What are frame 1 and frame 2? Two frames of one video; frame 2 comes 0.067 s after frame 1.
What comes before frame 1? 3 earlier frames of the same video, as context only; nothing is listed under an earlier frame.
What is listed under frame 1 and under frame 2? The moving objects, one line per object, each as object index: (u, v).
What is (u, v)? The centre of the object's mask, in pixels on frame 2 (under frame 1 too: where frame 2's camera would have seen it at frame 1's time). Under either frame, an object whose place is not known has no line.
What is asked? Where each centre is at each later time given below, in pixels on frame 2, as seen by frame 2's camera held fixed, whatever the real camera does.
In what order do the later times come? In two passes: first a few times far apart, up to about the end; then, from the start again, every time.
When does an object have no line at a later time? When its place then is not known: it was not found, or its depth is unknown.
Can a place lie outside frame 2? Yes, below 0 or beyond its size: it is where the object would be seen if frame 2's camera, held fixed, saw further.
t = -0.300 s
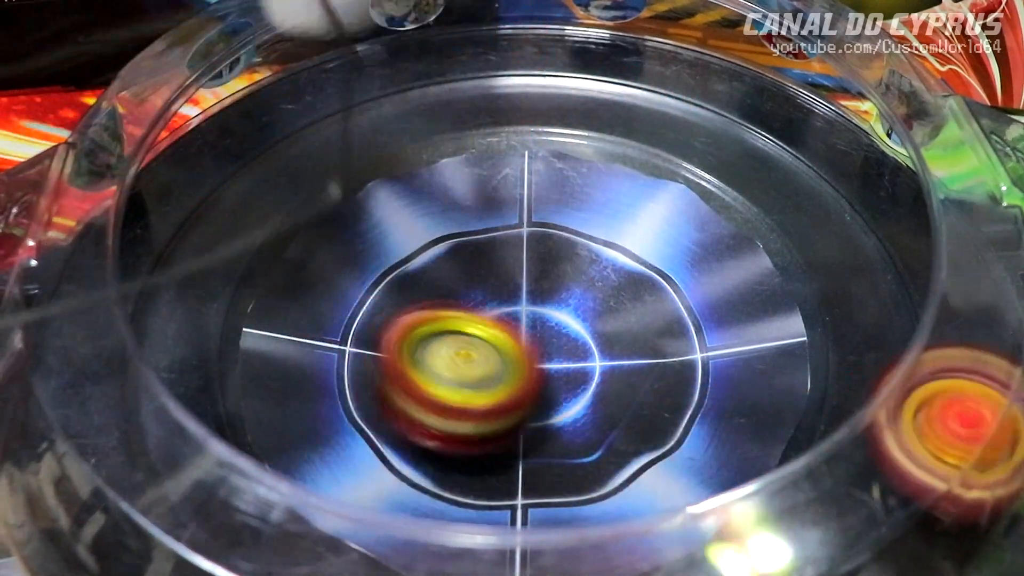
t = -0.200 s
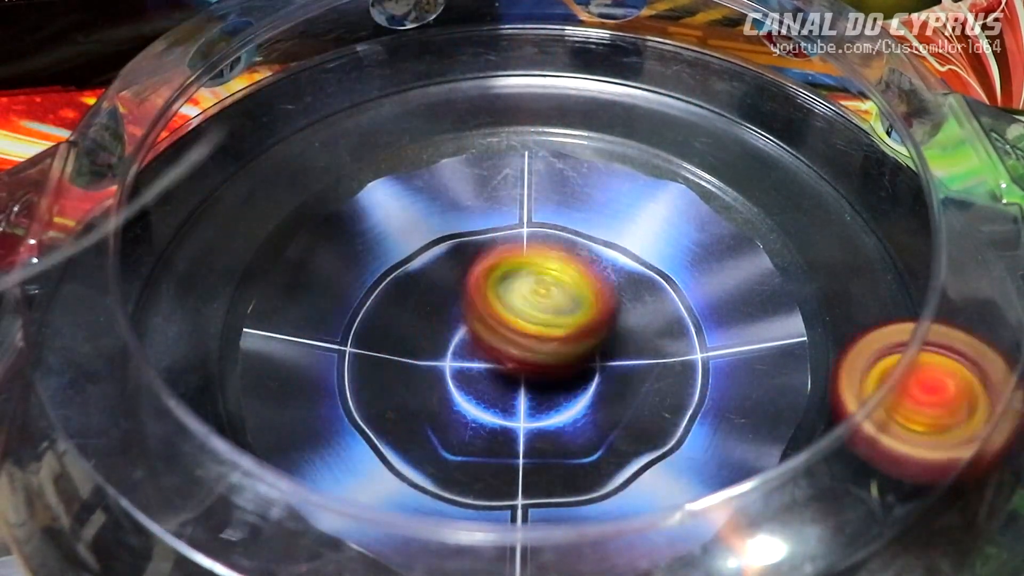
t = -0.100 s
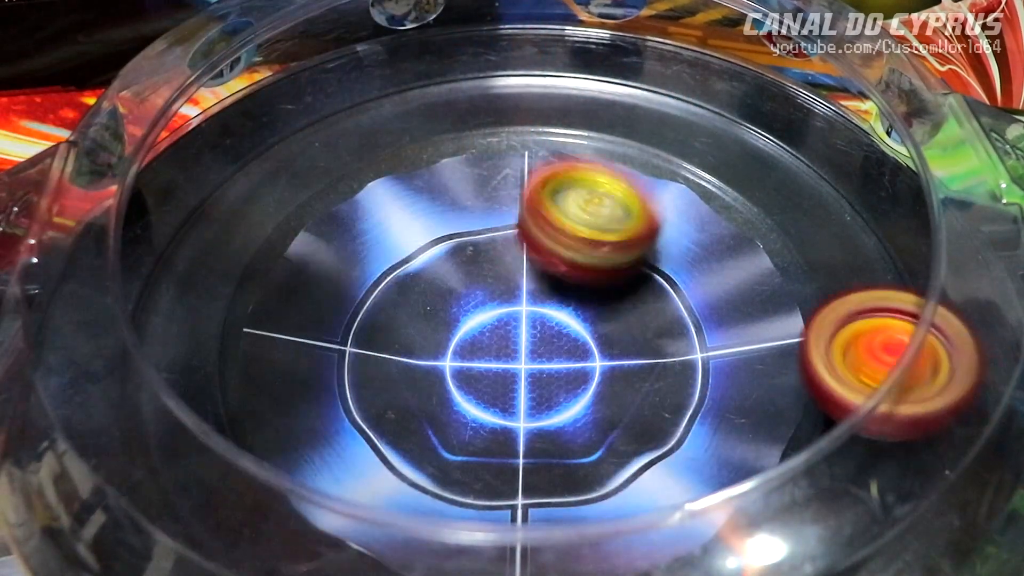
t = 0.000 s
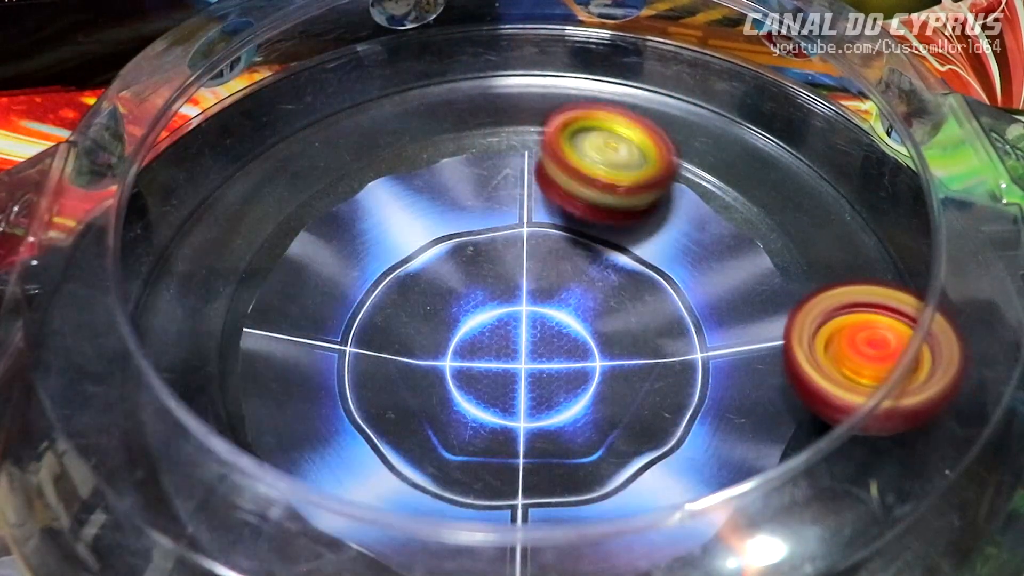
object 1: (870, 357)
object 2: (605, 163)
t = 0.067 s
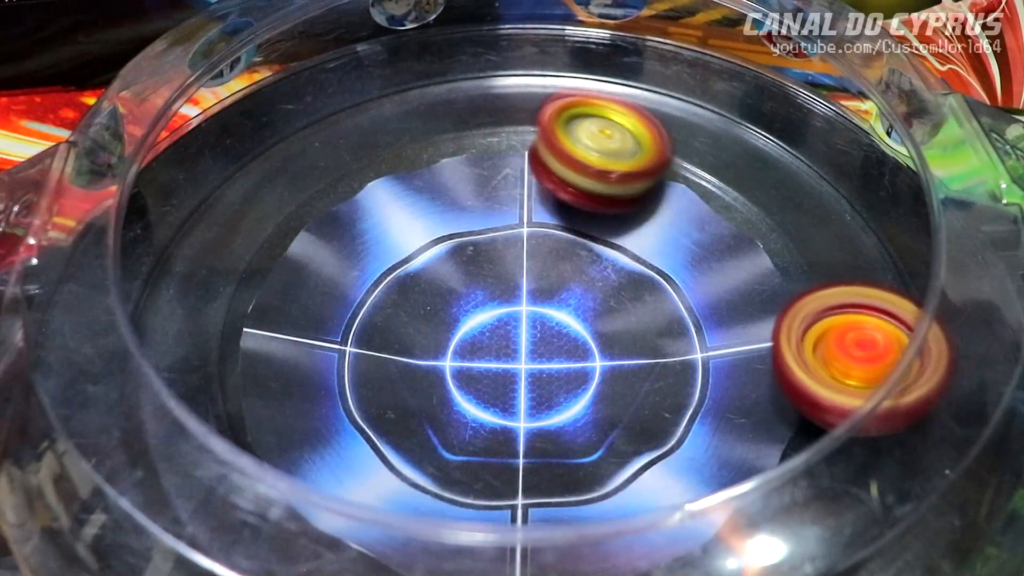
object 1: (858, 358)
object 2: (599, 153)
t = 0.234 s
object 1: (801, 344)
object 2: (528, 199)
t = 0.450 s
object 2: (421, 364)
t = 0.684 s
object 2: (551, 381)
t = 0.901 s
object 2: (639, 204)
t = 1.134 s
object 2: (510, 129)
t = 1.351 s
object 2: (323, 225)
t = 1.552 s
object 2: (443, 414)
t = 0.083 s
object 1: (853, 358)
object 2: (595, 152)
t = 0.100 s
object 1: (848, 358)
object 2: (591, 151)
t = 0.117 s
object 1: (846, 358)
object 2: (585, 153)
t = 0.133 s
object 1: (829, 351)
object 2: (579, 156)
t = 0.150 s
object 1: (836, 357)
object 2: (572, 158)
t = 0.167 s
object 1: (830, 355)
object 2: (565, 165)
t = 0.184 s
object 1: (820, 351)
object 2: (556, 171)
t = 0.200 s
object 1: (816, 352)
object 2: (547, 178)
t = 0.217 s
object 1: (809, 349)
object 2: (538, 190)
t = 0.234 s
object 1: (801, 344)
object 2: (528, 199)
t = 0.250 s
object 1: (789, 337)
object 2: (518, 211)
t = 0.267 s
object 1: (777, 329)
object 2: (508, 222)
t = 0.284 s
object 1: (765, 319)
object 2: (497, 237)
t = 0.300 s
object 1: (753, 309)
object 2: (487, 250)
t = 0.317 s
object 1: (740, 298)
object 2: (477, 264)
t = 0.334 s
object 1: (727, 285)
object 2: (467, 276)
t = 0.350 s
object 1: (713, 274)
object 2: (458, 292)
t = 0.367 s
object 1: (695, 262)
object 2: (448, 307)
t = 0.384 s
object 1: (676, 251)
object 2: (441, 320)
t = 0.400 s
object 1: (654, 241)
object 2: (434, 330)
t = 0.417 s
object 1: (628, 231)
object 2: (427, 343)
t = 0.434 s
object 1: (601, 224)
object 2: (423, 354)
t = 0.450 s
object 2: (421, 364)
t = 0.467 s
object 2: (421, 374)
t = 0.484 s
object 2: (424, 380)
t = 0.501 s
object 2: (427, 389)
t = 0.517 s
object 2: (432, 393)
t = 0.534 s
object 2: (438, 398)
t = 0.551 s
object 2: (446, 405)
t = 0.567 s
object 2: (457, 406)
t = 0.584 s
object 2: (467, 408)
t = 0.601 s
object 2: (479, 407)
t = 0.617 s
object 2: (492, 407)
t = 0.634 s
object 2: (506, 402)
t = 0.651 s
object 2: (522, 396)
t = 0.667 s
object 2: (536, 390)
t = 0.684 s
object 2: (551, 381)
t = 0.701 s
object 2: (565, 371)
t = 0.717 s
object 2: (579, 358)
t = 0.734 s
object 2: (591, 345)
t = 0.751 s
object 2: (603, 331)
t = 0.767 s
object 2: (611, 320)
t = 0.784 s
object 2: (620, 305)
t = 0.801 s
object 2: (627, 289)
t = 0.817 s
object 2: (633, 276)
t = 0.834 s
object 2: (637, 260)
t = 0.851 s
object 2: (640, 244)
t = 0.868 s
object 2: (641, 231)
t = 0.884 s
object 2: (640, 216)
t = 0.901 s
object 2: (639, 204)
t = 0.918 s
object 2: (636, 192)
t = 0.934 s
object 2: (632, 179)
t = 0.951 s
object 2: (627, 169)
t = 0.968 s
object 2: (621, 162)
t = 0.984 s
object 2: (614, 155)
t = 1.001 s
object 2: (606, 149)
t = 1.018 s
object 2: (597, 144)
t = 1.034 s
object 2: (587, 140)
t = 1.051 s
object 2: (575, 135)
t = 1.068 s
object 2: (564, 131)
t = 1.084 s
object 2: (551, 129)
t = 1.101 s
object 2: (537, 127)
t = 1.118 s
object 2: (524, 128)
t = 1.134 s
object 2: (510, 129)
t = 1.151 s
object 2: (495, 130)
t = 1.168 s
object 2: (479, 134)
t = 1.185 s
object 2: (465, 138)
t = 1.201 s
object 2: (450, 141)
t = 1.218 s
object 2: (435, 146)
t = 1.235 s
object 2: (419, 150)
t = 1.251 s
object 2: (402, 158)
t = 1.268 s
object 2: (387, 167)
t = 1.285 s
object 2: (371, 177)
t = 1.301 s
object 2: (358, 187)
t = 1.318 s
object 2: (345, 196)
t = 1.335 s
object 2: (333, 211)
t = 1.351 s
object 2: (323, 225)
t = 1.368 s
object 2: (315, 240)
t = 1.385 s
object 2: (310, 253)
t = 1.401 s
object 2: (309, 272)
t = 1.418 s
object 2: (310, 288)
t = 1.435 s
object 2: (315, 309)
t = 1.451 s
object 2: (322, 327)
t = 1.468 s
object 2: (334, 346)
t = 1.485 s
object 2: (349, 363)
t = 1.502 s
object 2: (367, 380)
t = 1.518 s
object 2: (388, 395)
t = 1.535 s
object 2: (413, 407)
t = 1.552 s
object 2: (443, 414)
